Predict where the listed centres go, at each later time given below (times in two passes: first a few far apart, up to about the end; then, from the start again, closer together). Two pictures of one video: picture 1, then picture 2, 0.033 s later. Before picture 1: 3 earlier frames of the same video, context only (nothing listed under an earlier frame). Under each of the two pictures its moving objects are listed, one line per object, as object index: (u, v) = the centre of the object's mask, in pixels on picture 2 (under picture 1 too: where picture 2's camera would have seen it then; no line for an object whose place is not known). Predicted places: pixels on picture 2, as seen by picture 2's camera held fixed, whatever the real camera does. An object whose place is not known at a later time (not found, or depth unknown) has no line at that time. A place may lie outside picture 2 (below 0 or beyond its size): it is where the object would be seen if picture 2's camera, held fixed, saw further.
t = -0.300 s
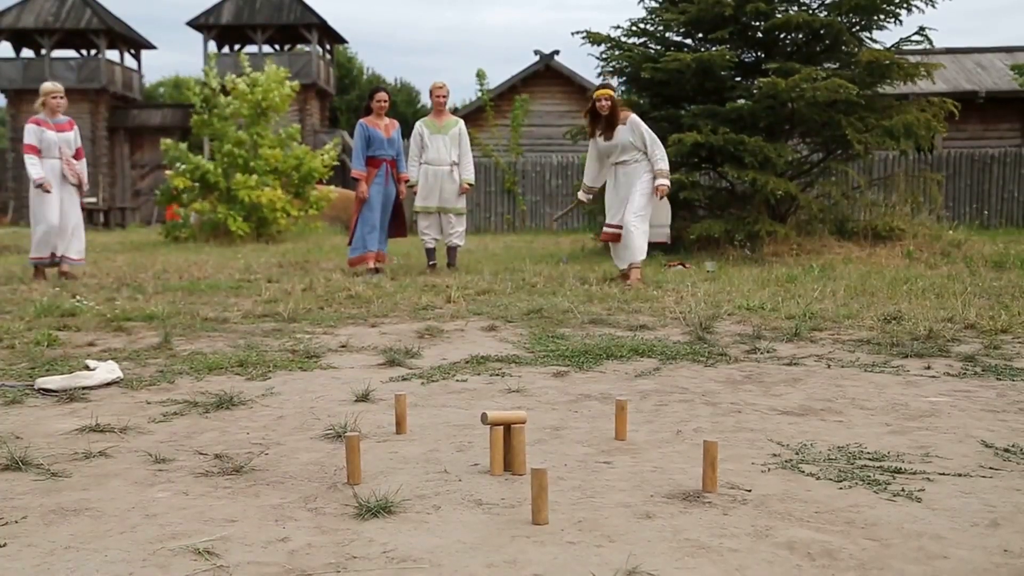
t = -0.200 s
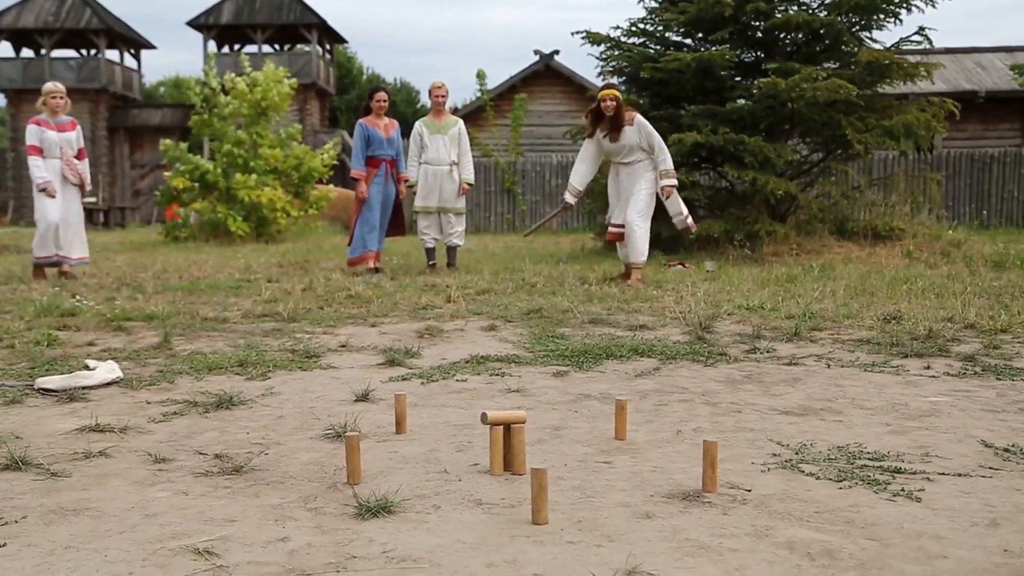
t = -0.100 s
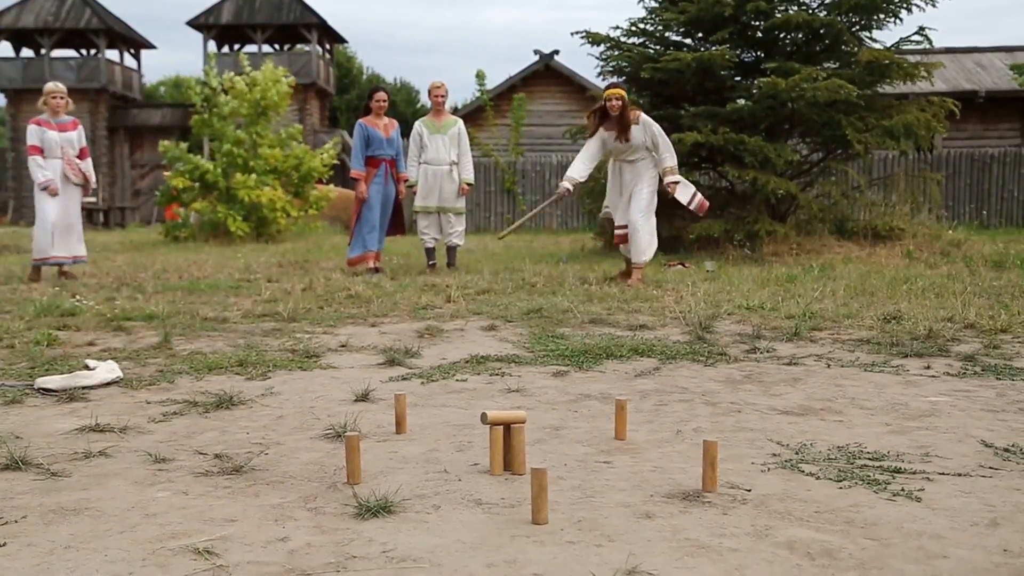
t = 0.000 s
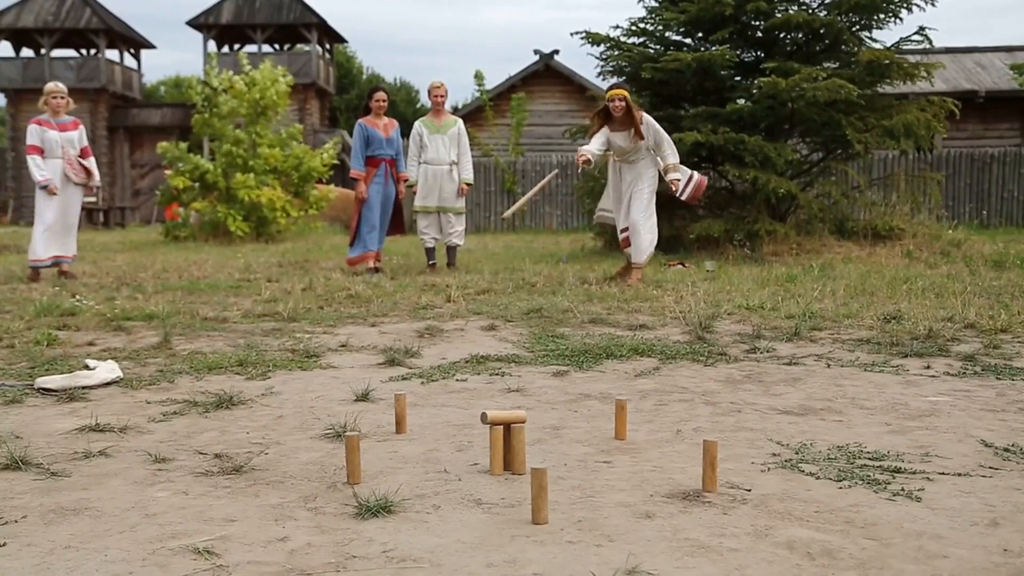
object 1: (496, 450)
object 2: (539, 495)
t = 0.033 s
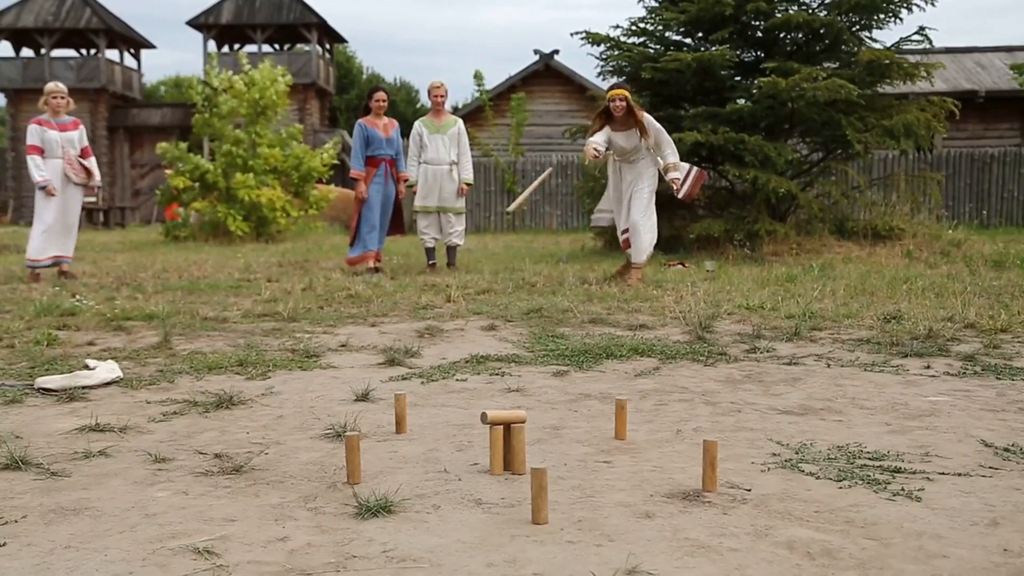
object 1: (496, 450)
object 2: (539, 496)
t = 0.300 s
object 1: (496, 449)
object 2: (539, 495)
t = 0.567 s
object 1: (496, 449)
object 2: (539, 495)
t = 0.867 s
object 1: (496, 450)
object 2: (539, 495)
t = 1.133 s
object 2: (539, 494)
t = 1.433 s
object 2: (517, 498)
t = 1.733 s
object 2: (503, 523)
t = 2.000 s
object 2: (505, 521)
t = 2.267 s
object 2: (505, 521)
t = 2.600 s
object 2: (505, 521)
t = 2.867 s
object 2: (505, 521)
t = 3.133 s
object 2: (505, 521)
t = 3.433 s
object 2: (505, 521)
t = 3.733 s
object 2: (505, 521)
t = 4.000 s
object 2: (505, 521)
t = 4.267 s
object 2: (505, 521)
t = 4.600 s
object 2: (505, 521)
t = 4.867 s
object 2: (505, 521)
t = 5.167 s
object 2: (505, 521)
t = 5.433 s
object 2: (505, 521)
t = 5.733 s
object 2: (505, 521)
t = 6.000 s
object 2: (505, 521)
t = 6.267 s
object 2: (505, 521)
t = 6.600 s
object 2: (505, 521)
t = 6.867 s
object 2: (505, 521)
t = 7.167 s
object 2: (505, 521)
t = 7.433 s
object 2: (505, 521)
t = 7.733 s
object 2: (505, 521)
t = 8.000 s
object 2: (505, 521)
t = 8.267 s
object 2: (505, 521)
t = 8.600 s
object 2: (505, 521)
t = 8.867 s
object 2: (505, 521)
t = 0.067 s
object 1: (496, 450)
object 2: (539, 495)
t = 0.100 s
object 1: (496, 449)
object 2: (539, 495)
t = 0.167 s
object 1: (496, 449)
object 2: (539, 495)
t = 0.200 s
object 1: (496, 449)
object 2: (539, 495)
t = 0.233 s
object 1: (496, 449)
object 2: (539, 495)
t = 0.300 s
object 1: (496, 449)
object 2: (539, 495)
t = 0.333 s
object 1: (496, 449)
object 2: (539, 495)
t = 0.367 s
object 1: (496, 449)
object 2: (539, 495)
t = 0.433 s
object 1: (496, 449)
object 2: (539, 495)
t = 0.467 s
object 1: (496, 449)
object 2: (539, 495)
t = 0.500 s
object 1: (496, 449)
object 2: (539, 495)
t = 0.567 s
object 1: (496, 449)
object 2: (539, 495)
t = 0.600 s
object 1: (496, 449)
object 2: (539, 496)
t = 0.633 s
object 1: (496, 449)
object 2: (539, 495)
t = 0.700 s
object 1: (496, 449)
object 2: (539, 496)
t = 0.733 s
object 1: (496, 450)
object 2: (539, 496)
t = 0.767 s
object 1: (496, 450)
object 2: (539, 496)
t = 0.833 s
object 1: (496, 450)
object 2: (539, 496)
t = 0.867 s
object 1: (496, 450)
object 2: (539, 495)
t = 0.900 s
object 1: (495, 450)
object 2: (539, 495)
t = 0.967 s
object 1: (479, 461)
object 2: (539, 494)
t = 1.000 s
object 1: (472, 472)
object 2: (539, 494)
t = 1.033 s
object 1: (467, 480)
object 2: (539, 495)
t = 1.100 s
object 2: (539, 494)
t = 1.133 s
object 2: (539, 494)
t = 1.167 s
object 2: (539, 495)
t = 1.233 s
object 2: (534, 495)
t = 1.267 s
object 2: (531, 495)
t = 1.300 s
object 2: (527, 498)
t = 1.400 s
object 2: (520, 499)
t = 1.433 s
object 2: (517, 498)
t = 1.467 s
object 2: (513, 500)
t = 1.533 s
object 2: (507, 518)
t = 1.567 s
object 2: (504, 524)
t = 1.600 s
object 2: (503, 525)
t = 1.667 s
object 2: (502, 524)
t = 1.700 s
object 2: (502, 524)
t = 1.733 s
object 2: (503, 523)
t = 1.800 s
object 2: (504, 522)
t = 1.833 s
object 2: (505, 522)
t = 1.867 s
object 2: (505, 522)
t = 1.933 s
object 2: (505, 521)
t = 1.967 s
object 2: (505, 521)
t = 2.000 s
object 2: (505, 521)
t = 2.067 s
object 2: (505, 521)
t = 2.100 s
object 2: (505, 521)
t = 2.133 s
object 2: (505, 521)
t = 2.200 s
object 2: (505, 521)
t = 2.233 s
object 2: (505, 520)
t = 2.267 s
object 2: (505, 521)
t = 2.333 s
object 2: (505, 521)
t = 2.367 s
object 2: (505, 521)
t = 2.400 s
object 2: (505, 521)
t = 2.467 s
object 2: (505, 521)
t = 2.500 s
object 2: (505, 521)
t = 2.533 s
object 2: (505, 521)
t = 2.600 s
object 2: (505, 521)
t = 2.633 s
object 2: (505, 521)
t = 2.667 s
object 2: (505, 521)
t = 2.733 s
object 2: (505, 521)
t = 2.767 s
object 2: (505, 521)
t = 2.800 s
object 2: (505, 521)
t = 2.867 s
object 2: (505, 521)
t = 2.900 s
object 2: (505, 521)
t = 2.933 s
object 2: (505, 521)
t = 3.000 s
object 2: (505, 521)
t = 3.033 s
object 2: (505, 521)
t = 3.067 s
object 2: (505, 521)
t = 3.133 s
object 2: (505, 521)
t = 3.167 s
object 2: (505, 521)
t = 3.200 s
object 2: (505, 521)
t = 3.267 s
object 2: (505, 521)
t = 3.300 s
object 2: (505, 521)
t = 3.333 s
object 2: (505, 521)
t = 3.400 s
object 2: (505, 521)
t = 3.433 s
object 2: (505, 521)
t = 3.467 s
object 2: (505, 521)
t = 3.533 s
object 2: (505, 521)
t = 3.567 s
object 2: (505, 521)
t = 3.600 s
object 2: (505, 521)
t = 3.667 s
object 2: (505, 521)
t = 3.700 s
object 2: (505, 521)
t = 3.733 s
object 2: (505, 521)
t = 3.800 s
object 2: (505, 521)
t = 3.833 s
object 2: (505, 521)
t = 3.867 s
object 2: (505, 521)
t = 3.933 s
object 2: (505, 521)
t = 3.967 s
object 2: (505, 521)
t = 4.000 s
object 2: (505, 521)
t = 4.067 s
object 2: (505, 521)
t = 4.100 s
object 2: (505, 521)
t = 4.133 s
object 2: (505, 521)
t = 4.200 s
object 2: (505, 521)
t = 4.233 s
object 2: (505, 521)
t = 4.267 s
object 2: (505, 521)
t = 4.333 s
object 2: (505, 521)
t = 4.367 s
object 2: (505, 521)
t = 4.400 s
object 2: (505, 521)
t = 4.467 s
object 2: (505, 521)
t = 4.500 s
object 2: (505, 521)
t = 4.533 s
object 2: (505, 521)
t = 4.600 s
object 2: (505, 521)
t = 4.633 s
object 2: (505, 521)
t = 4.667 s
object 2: (505, 521)
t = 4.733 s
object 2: (505, 521)
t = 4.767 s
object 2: (505, 521)
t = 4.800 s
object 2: (505, 521)
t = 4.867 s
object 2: (505, 521)
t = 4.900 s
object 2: (505, 521)
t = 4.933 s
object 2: (505, 521)
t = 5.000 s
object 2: (505, 521)
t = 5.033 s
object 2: (505, 521)
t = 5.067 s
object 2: (505, 521)
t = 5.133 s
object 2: (505, 521)
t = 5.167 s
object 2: (505, 521)
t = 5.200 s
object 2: (505, 521)
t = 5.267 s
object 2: (505, 521)
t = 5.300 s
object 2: (505, 521)
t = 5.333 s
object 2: (505, 521)
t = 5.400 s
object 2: (505, 521)
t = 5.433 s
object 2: (505, 521)
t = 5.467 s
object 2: (505, 521)
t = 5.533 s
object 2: (505, 521)
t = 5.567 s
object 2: (505, 521)
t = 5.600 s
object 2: (505, 521)
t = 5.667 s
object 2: (505, 521)
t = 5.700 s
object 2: (505, 521)
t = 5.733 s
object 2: (505, 521)
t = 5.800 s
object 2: (505, 521)
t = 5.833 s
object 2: (505, 521)
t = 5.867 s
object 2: (505, 521)
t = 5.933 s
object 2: (505, 521)
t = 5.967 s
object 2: (505, 521)
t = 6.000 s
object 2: (505, 521)
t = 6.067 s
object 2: (505, 521)
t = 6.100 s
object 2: (505, 521)
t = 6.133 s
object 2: (505, 521)
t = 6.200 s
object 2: (505, 521)
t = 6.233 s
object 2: (505, 521)
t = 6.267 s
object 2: (505, 521)
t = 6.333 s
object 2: (505, 521)
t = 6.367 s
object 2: (505, 521)
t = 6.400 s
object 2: (505, 521)
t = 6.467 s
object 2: (505, 521)
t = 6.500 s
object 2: (505, 521)
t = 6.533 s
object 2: (505, 521)
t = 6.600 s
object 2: (505, 521)
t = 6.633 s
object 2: (505, 521)
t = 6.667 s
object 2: (505, 521)
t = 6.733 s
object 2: (505, 521)
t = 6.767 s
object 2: (505, 521)
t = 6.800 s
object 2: (505, 521)
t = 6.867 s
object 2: (505, 521)
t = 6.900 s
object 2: (505, 521)
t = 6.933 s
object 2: (505, 521)
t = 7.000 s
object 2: (505, 521)
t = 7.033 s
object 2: (505, 521)
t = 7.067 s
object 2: (505, 521)
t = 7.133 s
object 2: (505, 521)
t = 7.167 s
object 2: (505, 521)
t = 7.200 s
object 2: (505, 521)
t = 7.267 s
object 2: (505, 521)
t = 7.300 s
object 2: (505, 521)
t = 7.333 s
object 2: (505, 521)
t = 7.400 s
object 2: (505, 521)
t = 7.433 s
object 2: (505, 521)
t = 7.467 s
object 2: (505, 521)
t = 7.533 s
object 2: (505, 521)
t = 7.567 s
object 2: (505, 521)
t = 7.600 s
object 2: (505, 521)
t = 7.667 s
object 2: (505, 521)
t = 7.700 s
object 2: (505, 521)
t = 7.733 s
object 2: (505, 521)
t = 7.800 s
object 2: (505, 521)
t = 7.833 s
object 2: (505, 521)
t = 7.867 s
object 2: (505, 521)
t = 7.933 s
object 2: (505, 521)
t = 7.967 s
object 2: (505, 521)
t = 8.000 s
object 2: (505, 521)
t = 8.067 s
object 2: (505, 521)
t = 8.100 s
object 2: (505, 521)
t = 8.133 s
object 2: (505, 521)
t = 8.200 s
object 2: (505, 521)
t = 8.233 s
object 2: (505, 521)
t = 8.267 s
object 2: (505, 521)
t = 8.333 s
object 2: (505, 521)
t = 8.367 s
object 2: (505, 521)
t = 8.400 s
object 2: (505, 521)
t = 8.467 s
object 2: (505, 521)
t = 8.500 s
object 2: (505, 521)
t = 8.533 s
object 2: (505, 521)
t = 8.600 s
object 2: (505, 521)
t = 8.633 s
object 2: (505, 521)
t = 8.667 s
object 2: (505, 521)
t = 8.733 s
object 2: (505, 521)
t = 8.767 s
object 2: (505, 521)
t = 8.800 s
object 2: (505, 521)
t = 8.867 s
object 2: (505, 521)
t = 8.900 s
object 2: (505, 521)
